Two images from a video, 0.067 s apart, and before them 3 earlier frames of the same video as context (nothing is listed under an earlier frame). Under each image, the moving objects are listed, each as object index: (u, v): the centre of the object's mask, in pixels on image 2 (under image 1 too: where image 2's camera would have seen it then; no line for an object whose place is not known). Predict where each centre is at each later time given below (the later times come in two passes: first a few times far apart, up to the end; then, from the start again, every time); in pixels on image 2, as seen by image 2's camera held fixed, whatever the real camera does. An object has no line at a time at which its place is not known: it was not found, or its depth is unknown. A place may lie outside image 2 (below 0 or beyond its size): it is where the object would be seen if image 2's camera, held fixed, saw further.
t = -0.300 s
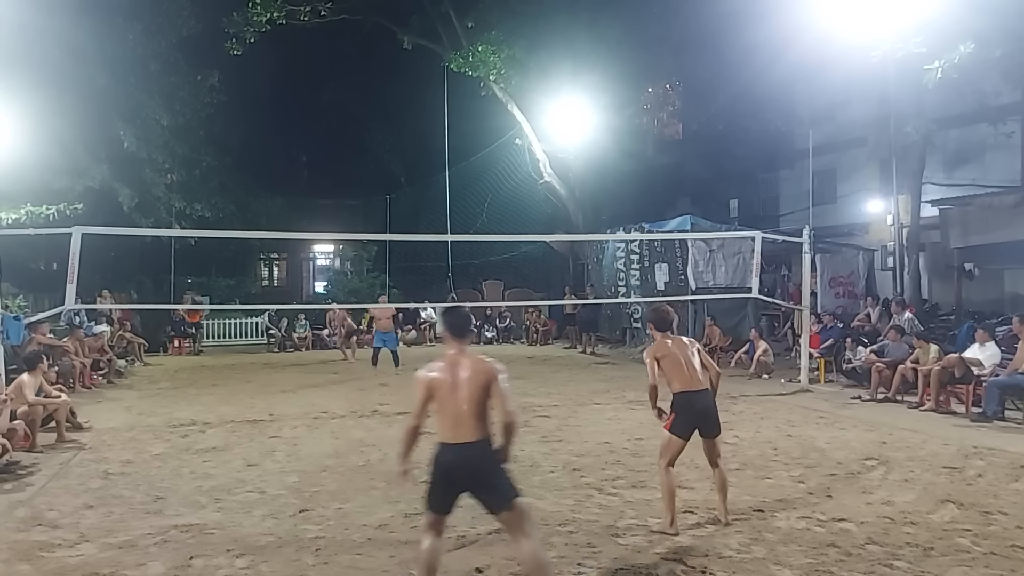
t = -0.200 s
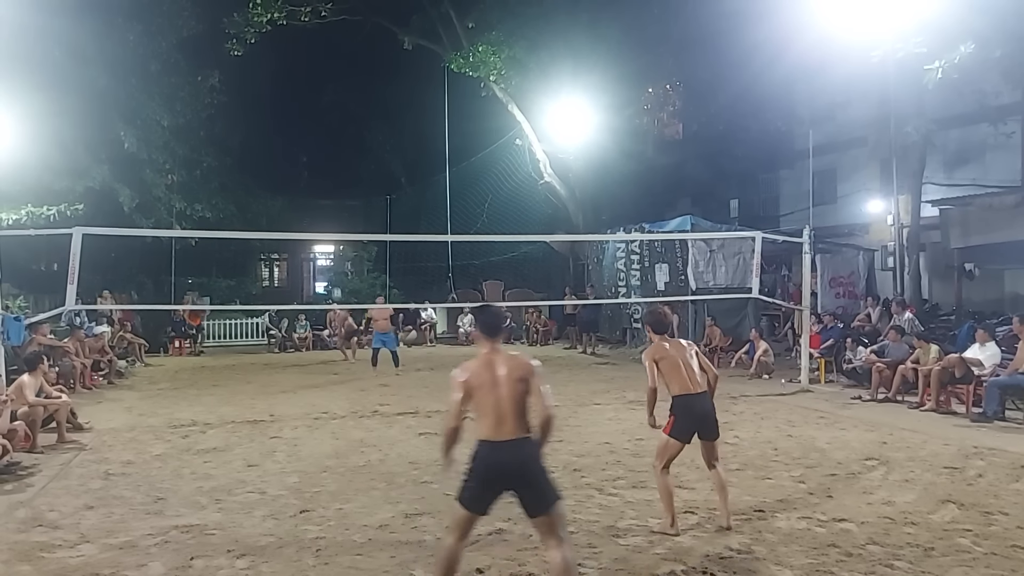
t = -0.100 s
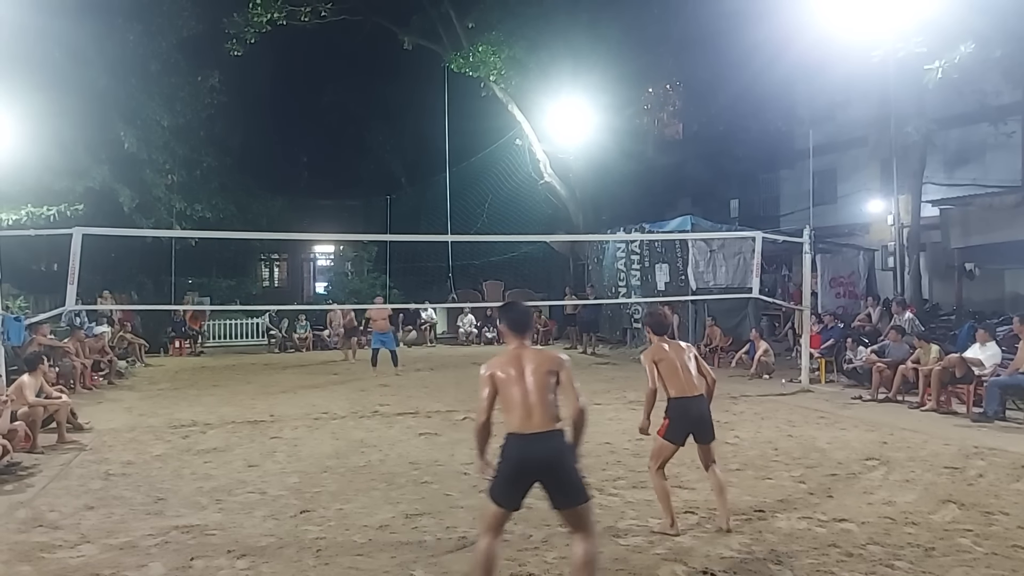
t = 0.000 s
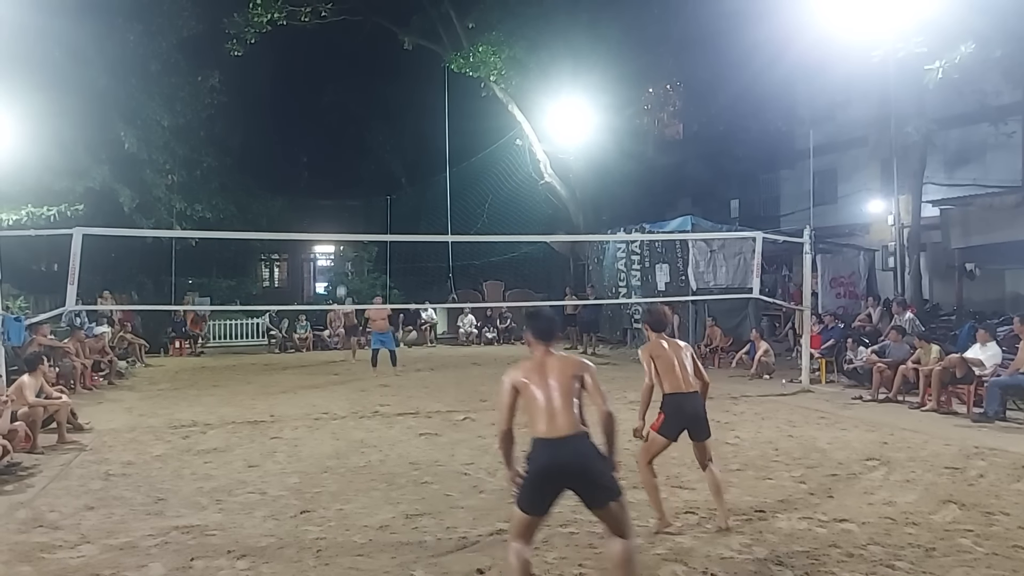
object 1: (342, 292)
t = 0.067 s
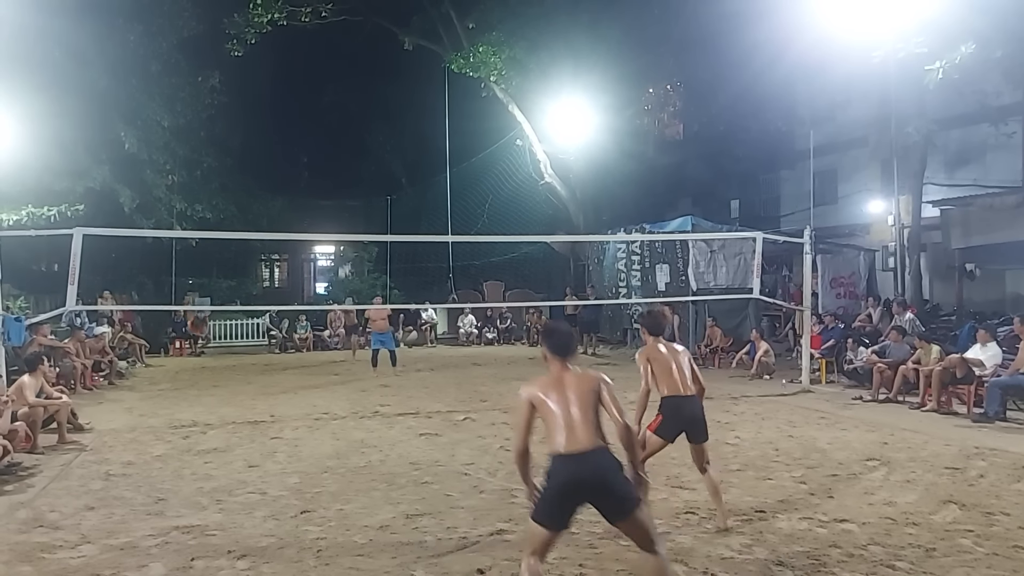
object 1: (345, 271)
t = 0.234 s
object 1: (350, 220)
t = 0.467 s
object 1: (358, 157)
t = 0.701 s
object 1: (369, 107)
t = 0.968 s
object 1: (382, 83)
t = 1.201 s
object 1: (393, 131)
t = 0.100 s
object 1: (345, 262)
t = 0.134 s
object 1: (346, 251)
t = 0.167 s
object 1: (347, 243)
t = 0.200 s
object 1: (349, 229)
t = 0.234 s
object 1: (350, 220)
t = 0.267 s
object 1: (351, 211)
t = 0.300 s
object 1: (352, 201)
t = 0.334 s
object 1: (353, 192)
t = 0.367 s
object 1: (354, 182)
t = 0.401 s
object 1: (355, 174)
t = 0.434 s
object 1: (357, 165)
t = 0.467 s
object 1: (358, 157)
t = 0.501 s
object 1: (360, 148)
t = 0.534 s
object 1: (361, 140)
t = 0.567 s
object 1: (363, 133)
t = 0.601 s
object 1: (364, 126)
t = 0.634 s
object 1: (366, 118)
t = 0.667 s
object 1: (367, 113)
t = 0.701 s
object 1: (369, 107)
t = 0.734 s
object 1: (370, 101)
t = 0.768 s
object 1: (372, 97)
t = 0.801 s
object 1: (373, 92)
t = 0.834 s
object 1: (375, 89)
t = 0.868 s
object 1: (377, 86)
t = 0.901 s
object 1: (379, 85)
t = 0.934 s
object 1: (380, 83)
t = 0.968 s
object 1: (382, 83)
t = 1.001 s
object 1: (384, 84)
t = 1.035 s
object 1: (385, 87)
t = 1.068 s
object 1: (387, 91)
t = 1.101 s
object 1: (389, 97)
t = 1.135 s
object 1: (390, 105)
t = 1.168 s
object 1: (392, 117)
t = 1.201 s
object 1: (393, 131)
